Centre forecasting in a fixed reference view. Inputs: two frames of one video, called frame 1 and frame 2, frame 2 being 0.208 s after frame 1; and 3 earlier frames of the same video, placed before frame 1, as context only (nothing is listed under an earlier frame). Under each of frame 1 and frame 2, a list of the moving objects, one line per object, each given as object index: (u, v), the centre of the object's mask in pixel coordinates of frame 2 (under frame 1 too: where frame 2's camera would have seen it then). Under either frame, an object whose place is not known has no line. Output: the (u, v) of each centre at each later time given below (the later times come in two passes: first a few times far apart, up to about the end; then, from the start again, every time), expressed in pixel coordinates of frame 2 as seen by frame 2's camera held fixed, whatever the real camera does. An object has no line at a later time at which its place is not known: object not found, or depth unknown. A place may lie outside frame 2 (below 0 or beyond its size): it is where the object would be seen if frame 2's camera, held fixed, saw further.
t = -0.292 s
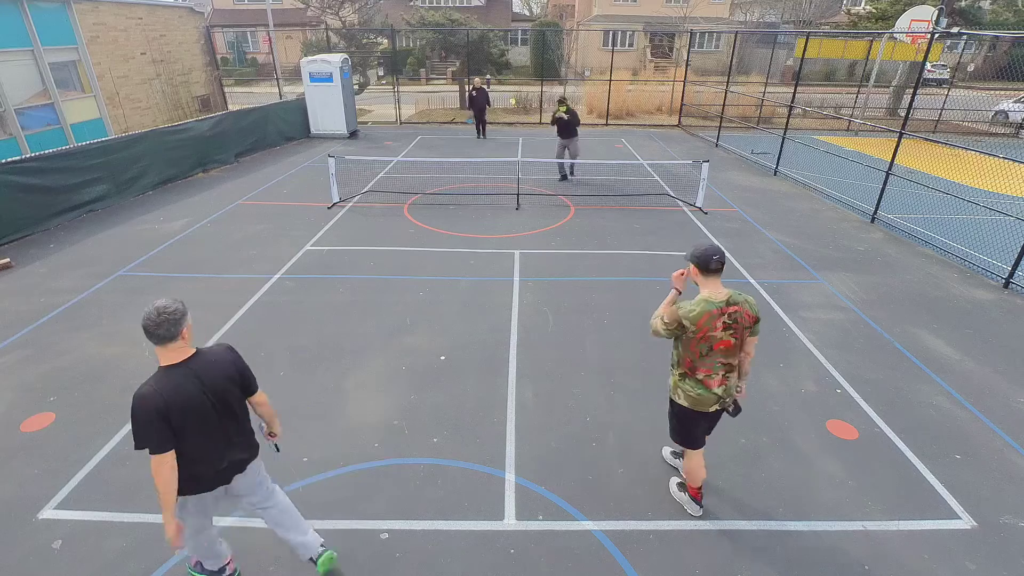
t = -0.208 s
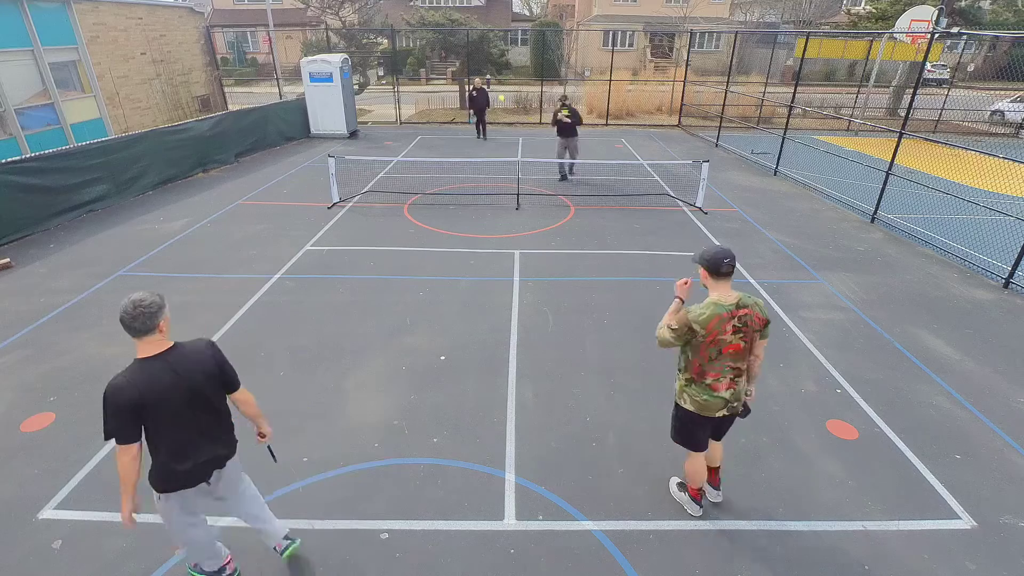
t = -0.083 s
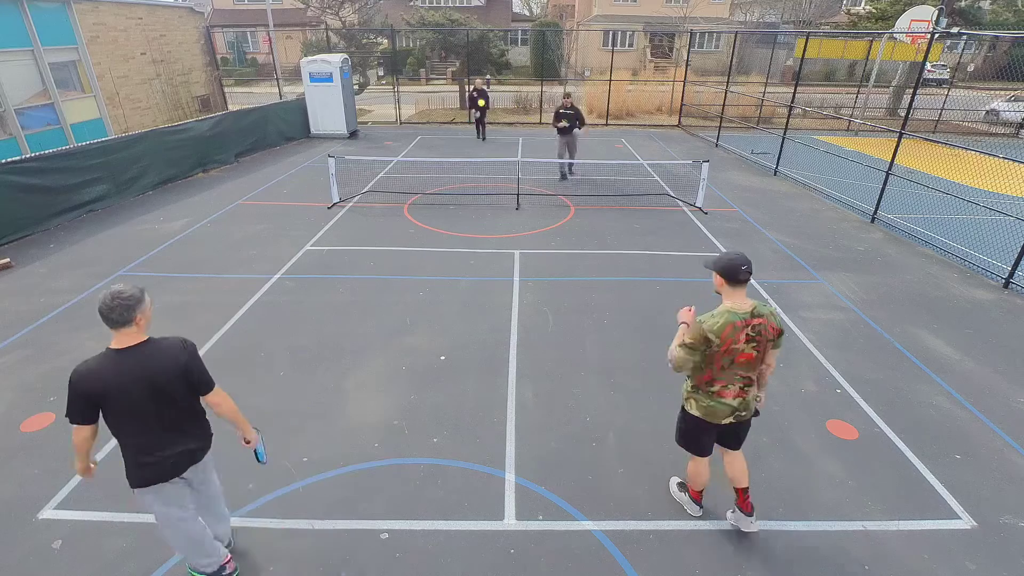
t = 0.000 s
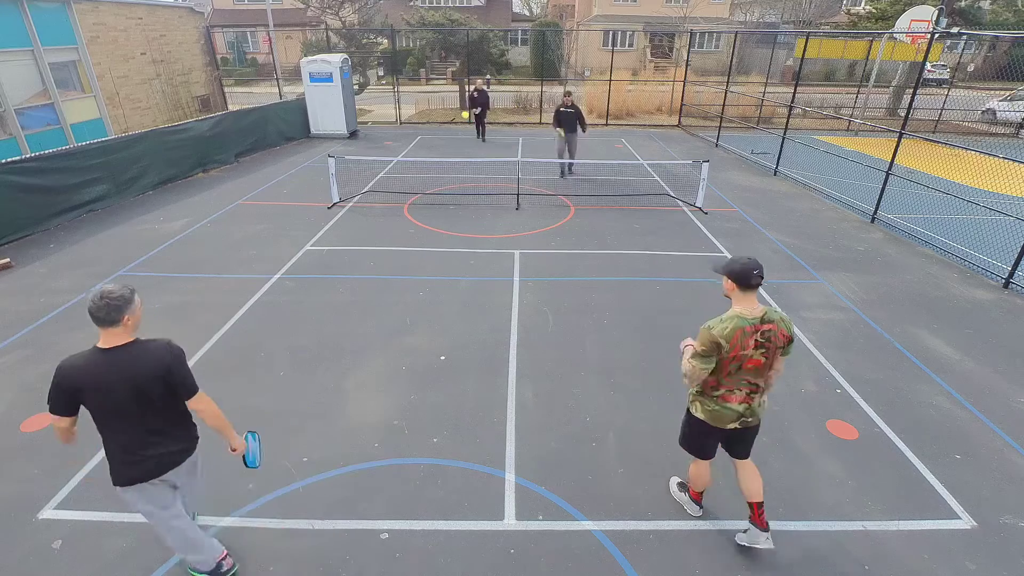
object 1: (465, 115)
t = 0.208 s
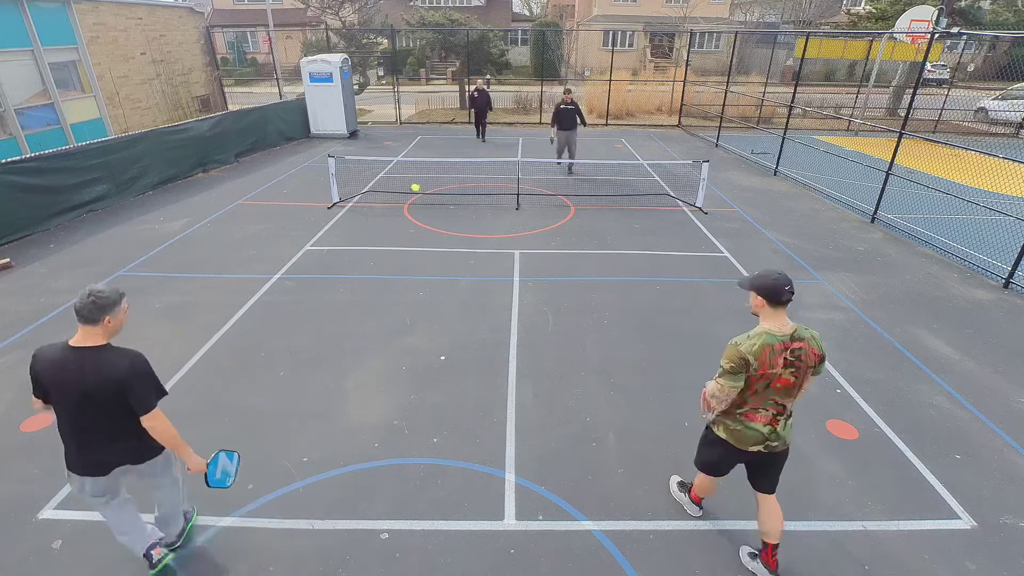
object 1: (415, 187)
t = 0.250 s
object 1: (404, 209)
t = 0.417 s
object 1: (355, 333)
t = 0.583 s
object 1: (301, 427)
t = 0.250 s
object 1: (404, 209)
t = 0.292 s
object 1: (392, 236)
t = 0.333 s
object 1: (380, 265)
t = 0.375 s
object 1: (367, 297)
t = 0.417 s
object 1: (355, 333)
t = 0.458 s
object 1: (342, 372)
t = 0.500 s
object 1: (330, 413)
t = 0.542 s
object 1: (316, 431)
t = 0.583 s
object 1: (301, 427)
